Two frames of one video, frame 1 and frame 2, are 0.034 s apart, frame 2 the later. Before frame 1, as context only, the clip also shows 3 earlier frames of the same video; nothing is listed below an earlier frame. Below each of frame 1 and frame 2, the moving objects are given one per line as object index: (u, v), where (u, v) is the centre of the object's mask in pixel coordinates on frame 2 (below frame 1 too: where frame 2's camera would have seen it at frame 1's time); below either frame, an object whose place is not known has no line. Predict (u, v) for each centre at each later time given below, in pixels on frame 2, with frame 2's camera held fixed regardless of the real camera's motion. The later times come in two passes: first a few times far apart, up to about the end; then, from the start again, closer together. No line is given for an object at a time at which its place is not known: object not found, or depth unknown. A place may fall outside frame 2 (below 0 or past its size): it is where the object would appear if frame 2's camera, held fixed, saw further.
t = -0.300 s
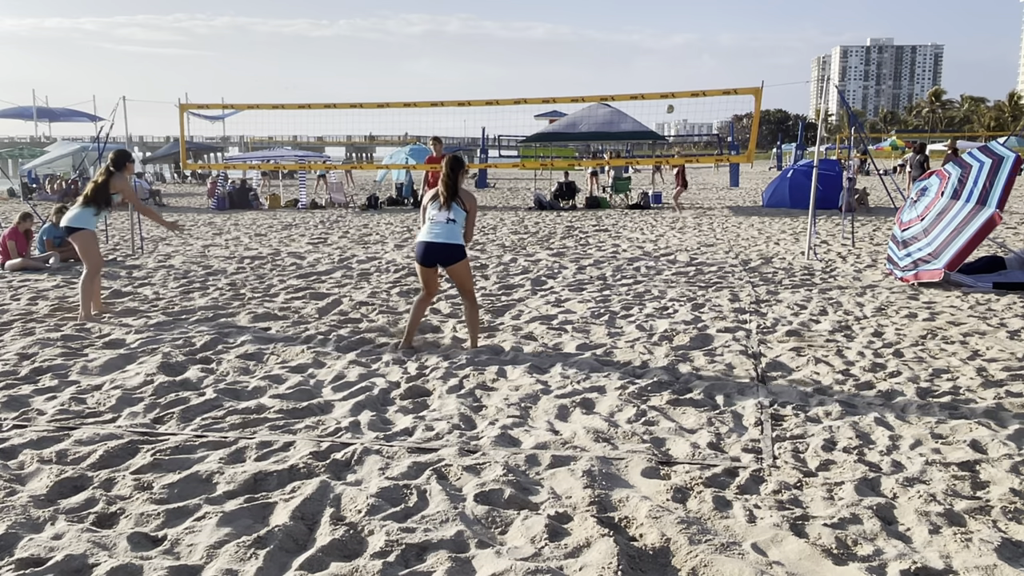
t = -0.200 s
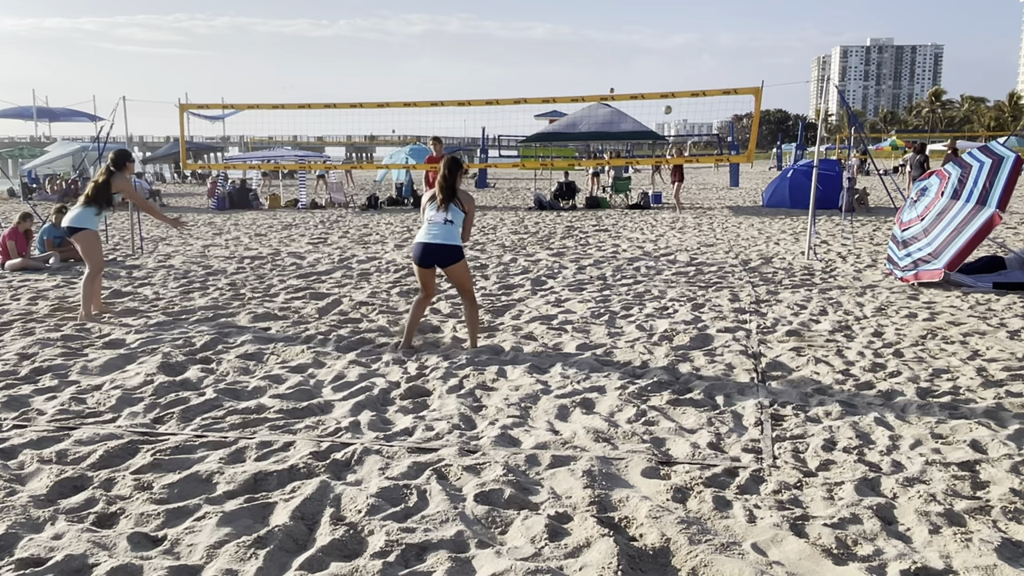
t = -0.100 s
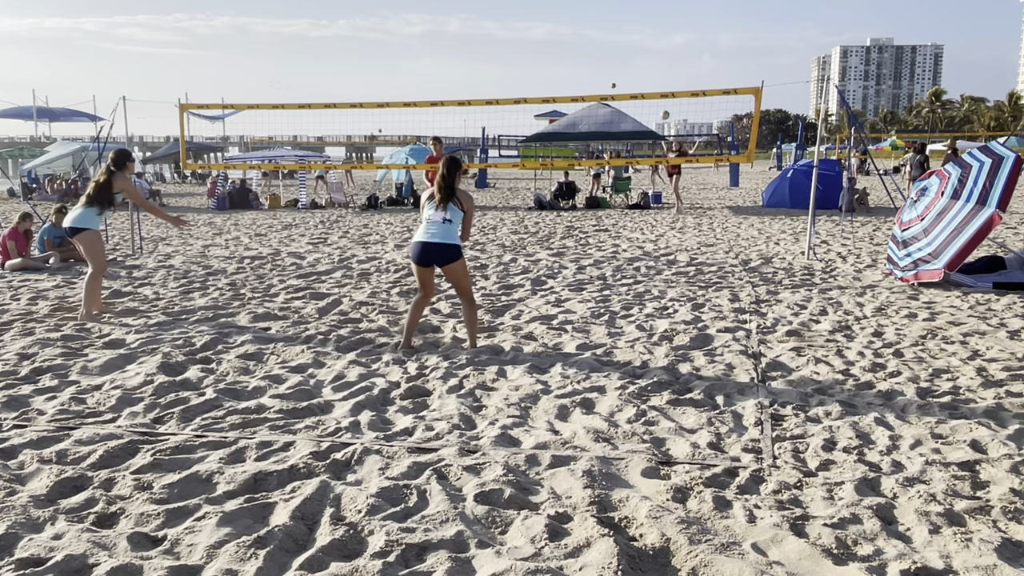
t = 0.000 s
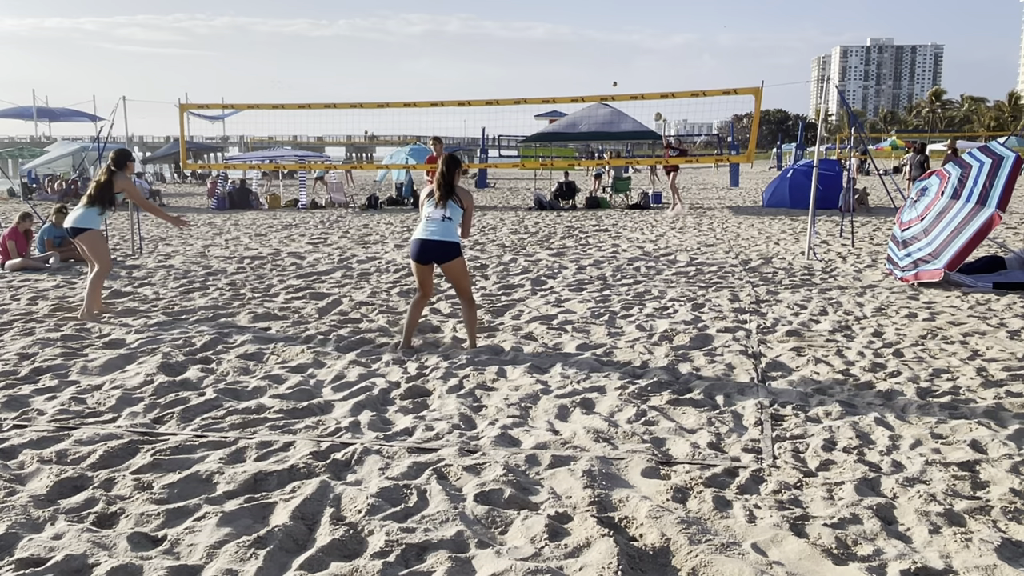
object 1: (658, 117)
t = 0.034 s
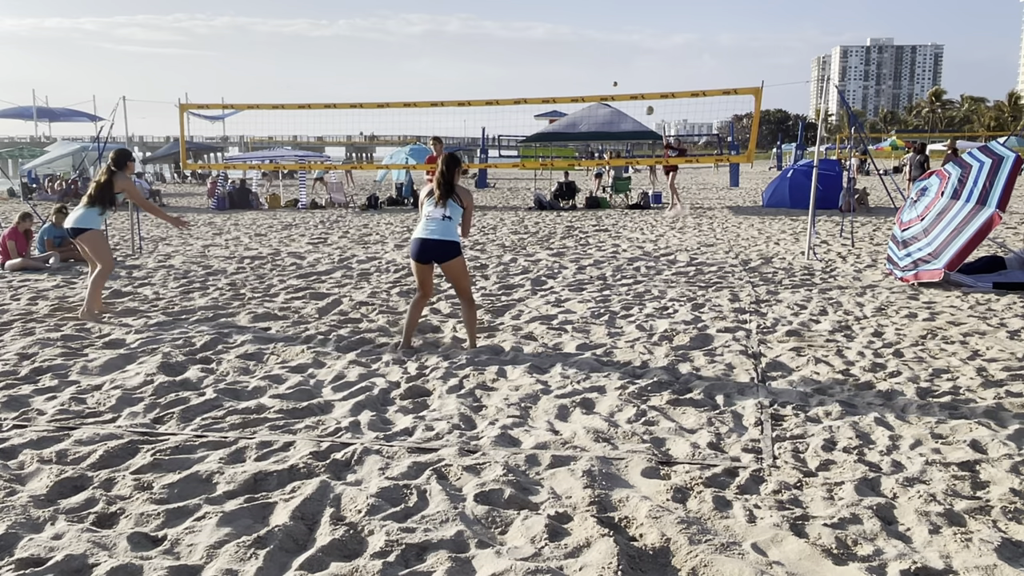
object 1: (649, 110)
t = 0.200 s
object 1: (604, 83)
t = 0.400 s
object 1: (538, 62)
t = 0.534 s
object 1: (486, 57)
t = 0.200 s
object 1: (604, 83)
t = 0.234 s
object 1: (595, 79)
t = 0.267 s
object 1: (584, 75)
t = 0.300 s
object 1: (573, 71)
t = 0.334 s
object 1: (562, 68)
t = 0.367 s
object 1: (550, 64)
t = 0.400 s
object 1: (538, 62)
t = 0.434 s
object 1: (526, 60)
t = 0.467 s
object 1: (513, 58)
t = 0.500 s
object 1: (500, 57)
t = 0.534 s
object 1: (486, 57)
